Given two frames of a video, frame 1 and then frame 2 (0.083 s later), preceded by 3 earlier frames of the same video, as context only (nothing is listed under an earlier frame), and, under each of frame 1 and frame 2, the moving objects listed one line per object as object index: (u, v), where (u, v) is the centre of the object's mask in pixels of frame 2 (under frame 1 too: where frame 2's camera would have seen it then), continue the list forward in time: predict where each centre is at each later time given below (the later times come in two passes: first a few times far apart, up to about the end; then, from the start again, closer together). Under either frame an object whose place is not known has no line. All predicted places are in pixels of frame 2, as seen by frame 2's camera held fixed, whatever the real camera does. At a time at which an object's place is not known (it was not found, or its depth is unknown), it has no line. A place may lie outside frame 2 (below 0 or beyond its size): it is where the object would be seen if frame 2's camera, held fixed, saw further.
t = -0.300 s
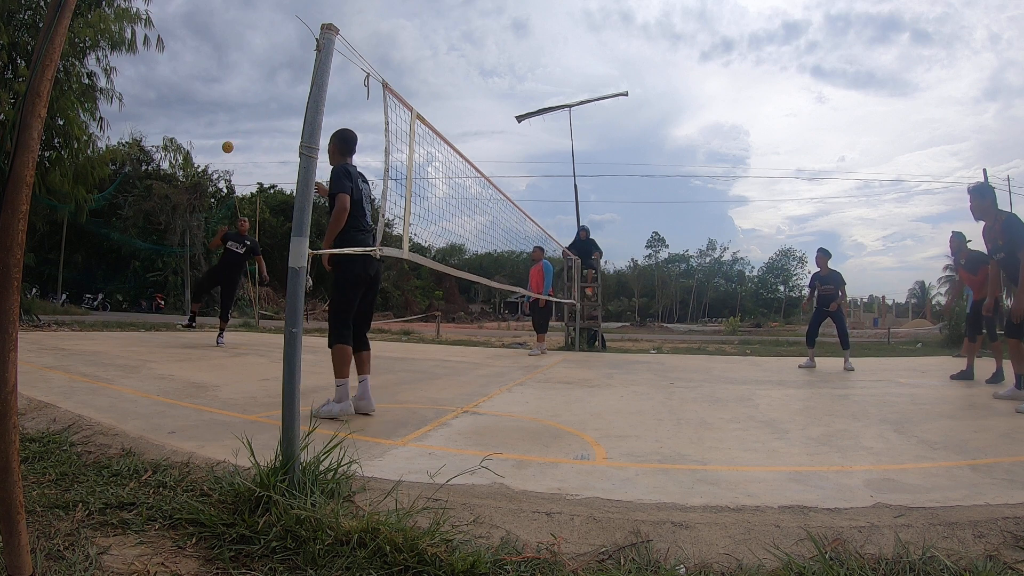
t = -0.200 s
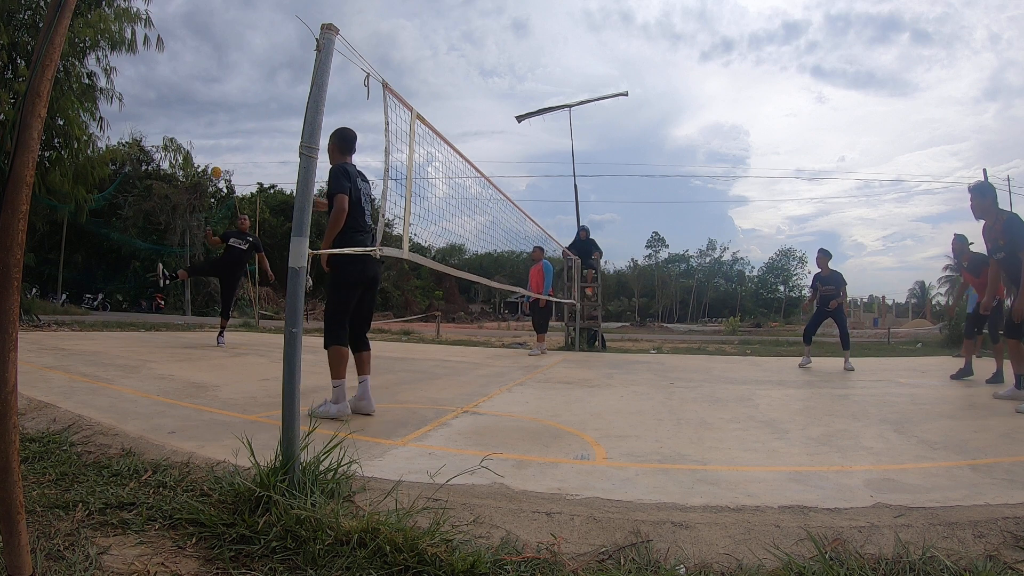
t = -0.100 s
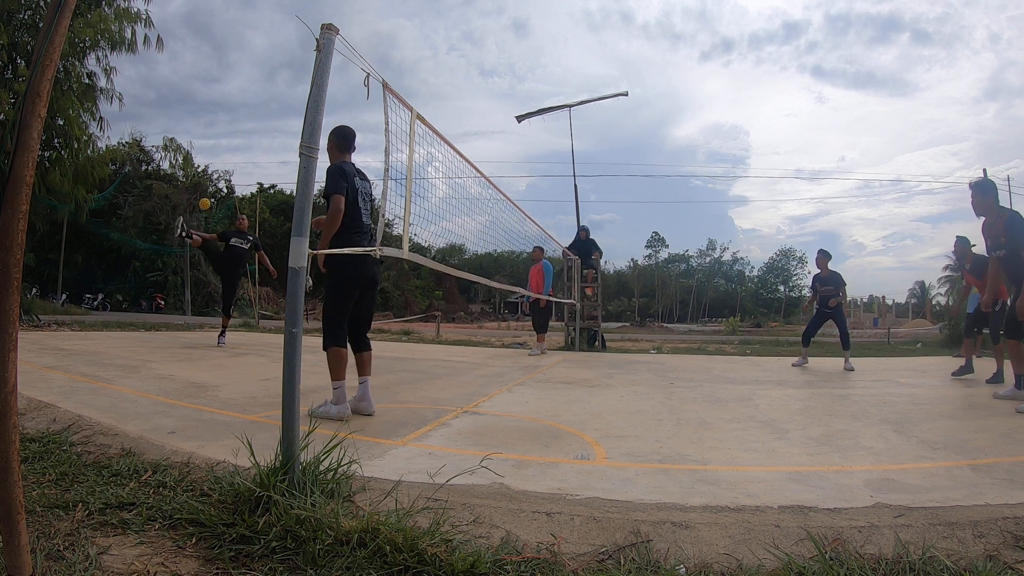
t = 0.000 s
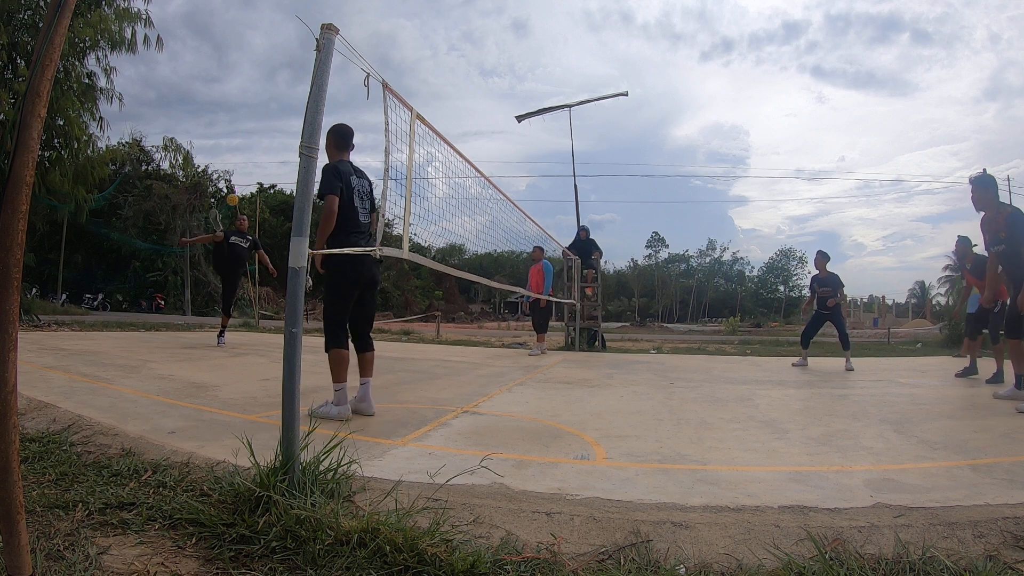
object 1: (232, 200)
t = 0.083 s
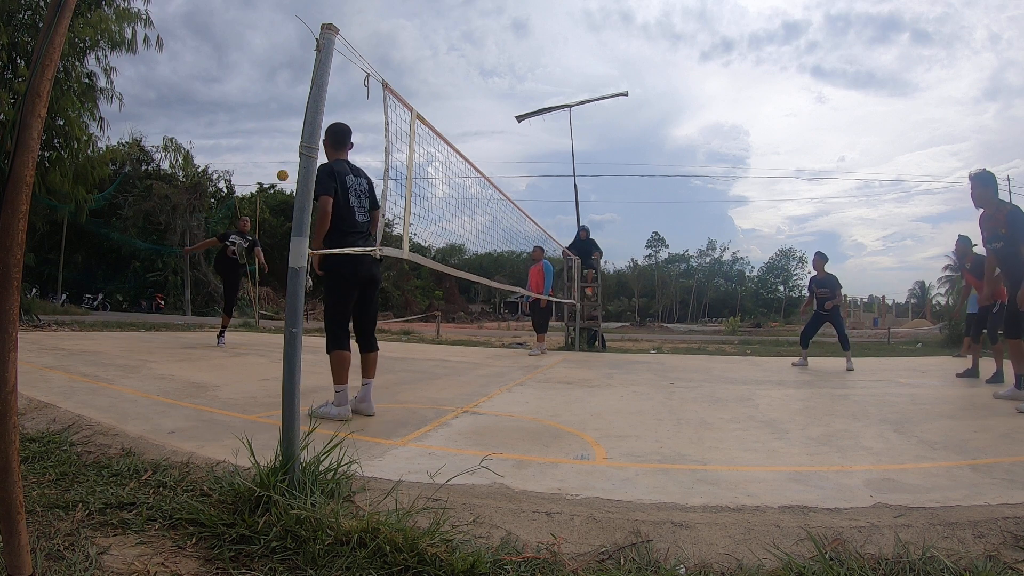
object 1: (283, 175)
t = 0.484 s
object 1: (570, 146)
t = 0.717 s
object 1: (748, 210)
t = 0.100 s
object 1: (293, 171)
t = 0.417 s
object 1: (518, 139)
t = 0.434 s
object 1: (531, 140)
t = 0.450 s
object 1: (544, 142)
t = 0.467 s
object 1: (557, 144)
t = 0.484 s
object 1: (570, 146)
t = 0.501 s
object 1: (583, 149)
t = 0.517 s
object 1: (596, 151)
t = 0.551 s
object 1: (622, 158)
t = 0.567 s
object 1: (635, 162)
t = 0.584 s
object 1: (648, 166)
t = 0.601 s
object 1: (660, 171)
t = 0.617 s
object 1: (673, 175)
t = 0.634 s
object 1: (686, 180)
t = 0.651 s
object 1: (698, 186)
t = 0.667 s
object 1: (711, 192)
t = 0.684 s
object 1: (723, 198)
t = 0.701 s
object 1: (736, 204)
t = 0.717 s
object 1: (748, 210)
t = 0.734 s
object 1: (760, 217)
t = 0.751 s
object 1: (772, 224)
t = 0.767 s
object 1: (783, 232)
